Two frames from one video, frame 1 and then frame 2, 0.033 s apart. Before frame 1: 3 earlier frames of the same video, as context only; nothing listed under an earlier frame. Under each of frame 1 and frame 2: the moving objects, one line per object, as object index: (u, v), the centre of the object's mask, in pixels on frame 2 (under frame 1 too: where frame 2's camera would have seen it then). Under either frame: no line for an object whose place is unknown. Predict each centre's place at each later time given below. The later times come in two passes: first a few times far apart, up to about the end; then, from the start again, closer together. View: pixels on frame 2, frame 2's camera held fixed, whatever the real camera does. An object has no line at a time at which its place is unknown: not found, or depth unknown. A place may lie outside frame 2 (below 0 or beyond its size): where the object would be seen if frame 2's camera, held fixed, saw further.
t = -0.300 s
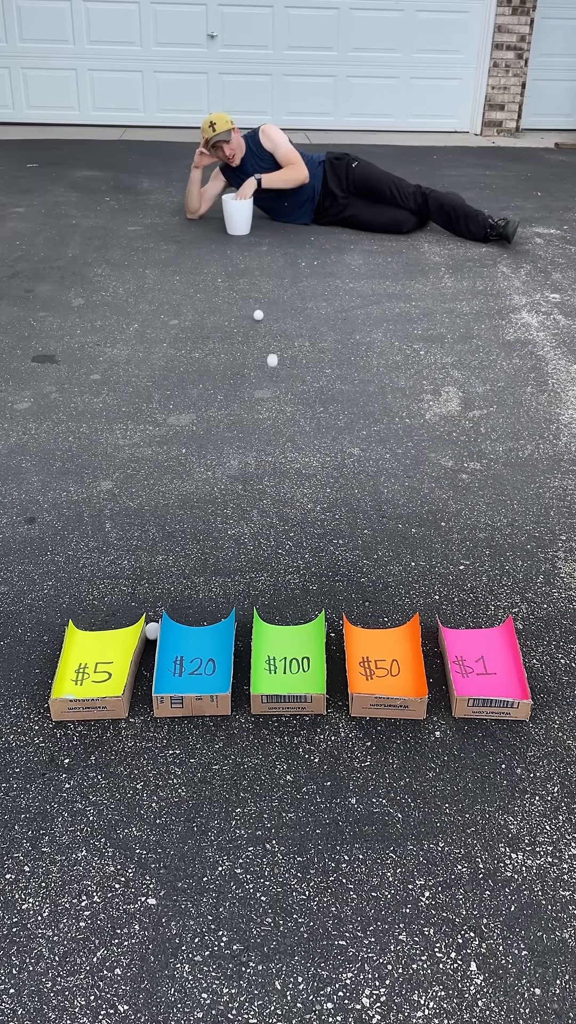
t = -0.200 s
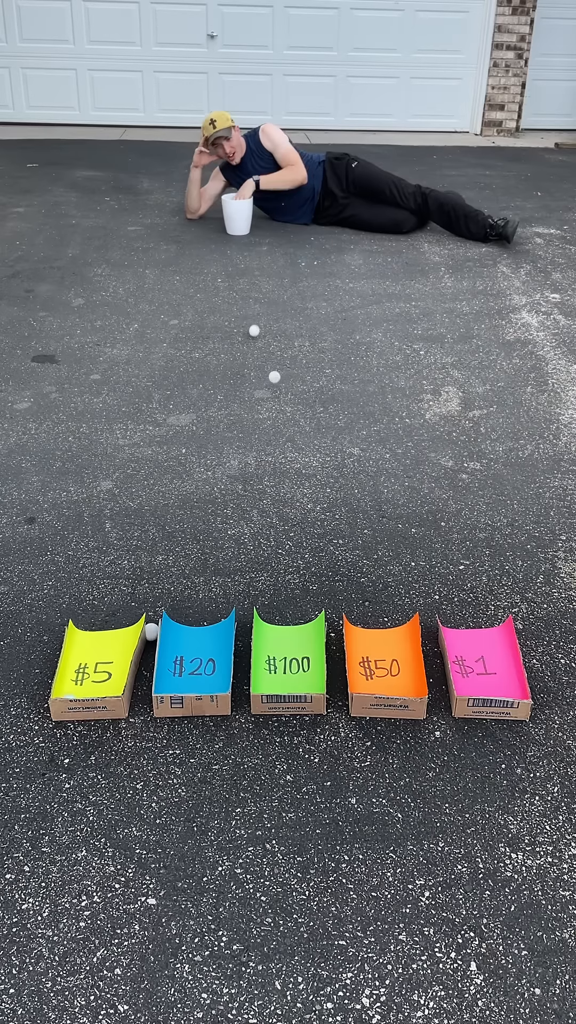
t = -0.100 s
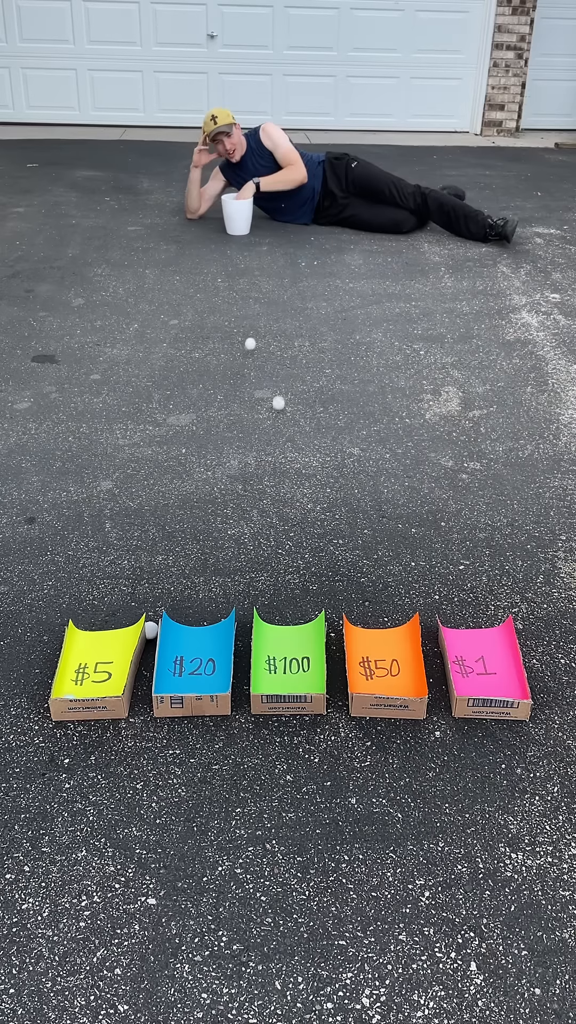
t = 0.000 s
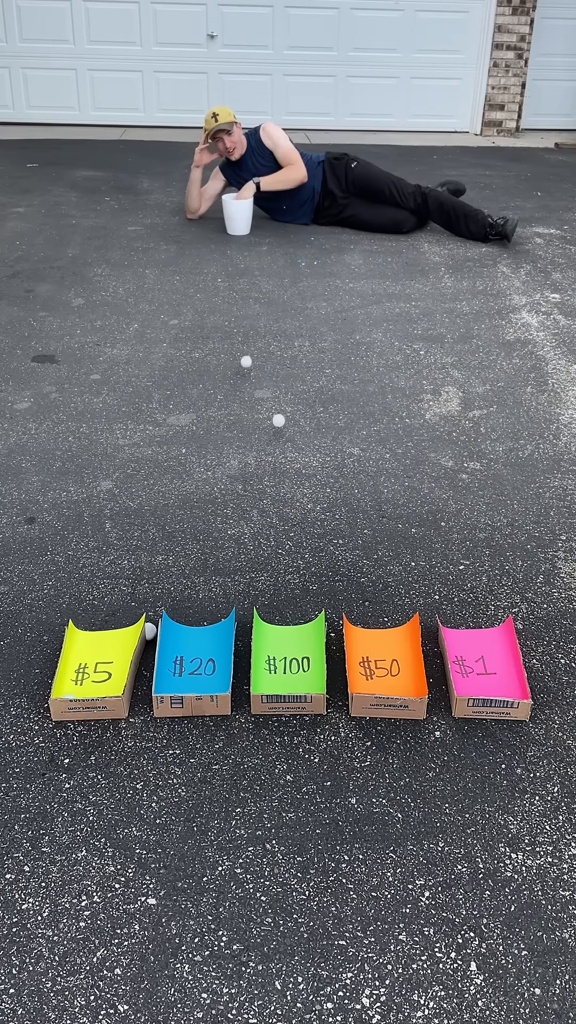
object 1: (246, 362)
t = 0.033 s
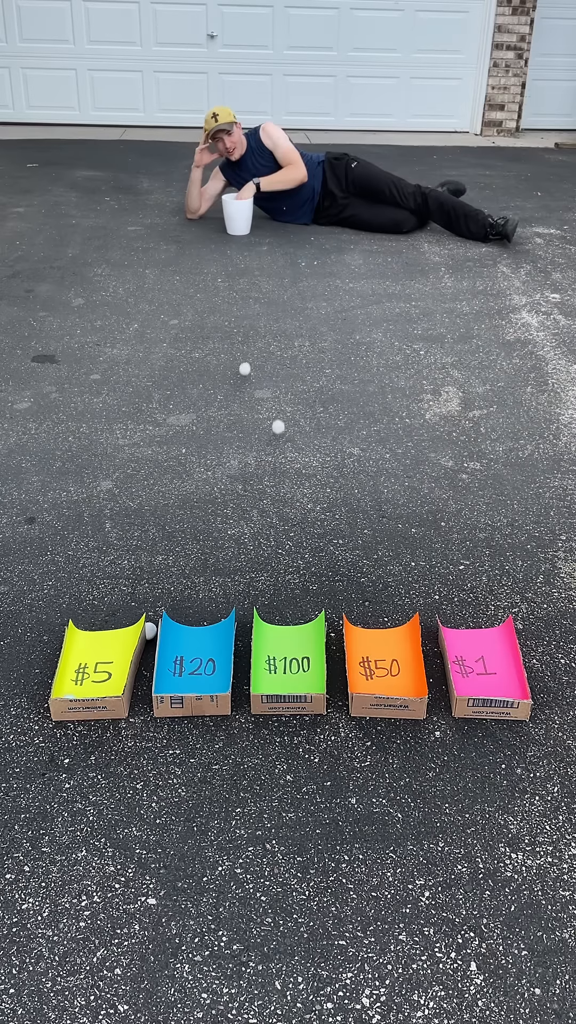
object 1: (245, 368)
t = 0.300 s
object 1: (234, 437)
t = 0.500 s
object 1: (216, 492)
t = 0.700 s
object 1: (191, 538)
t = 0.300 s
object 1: (234, 437)
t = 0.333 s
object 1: (232, 446)
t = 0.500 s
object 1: (216, 492)
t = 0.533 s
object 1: (213, 506)
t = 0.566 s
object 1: (208, 505)
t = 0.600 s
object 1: (204, 507)
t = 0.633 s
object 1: (200, 513)
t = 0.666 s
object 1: (195, 523)
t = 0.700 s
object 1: (191, 538)
